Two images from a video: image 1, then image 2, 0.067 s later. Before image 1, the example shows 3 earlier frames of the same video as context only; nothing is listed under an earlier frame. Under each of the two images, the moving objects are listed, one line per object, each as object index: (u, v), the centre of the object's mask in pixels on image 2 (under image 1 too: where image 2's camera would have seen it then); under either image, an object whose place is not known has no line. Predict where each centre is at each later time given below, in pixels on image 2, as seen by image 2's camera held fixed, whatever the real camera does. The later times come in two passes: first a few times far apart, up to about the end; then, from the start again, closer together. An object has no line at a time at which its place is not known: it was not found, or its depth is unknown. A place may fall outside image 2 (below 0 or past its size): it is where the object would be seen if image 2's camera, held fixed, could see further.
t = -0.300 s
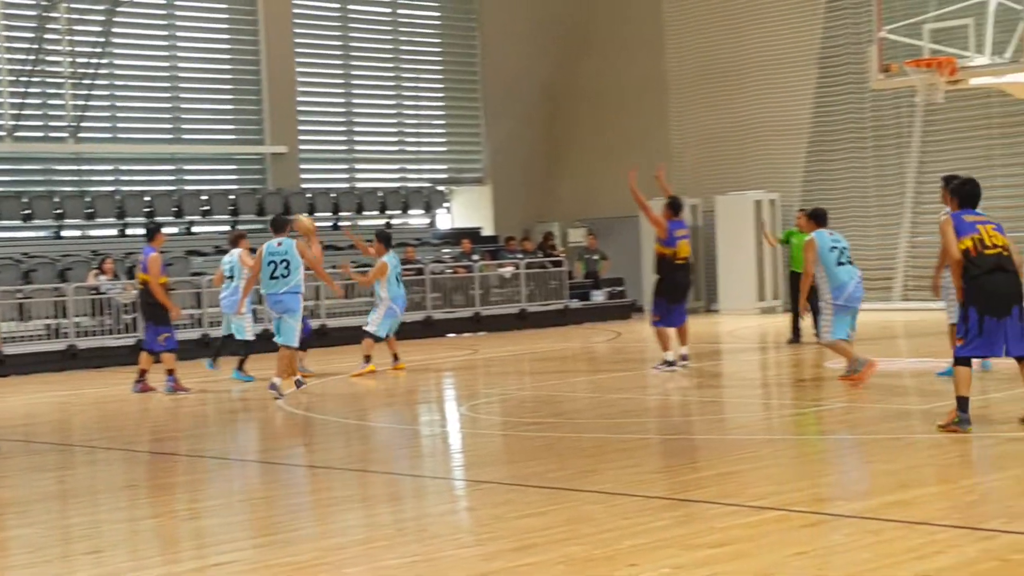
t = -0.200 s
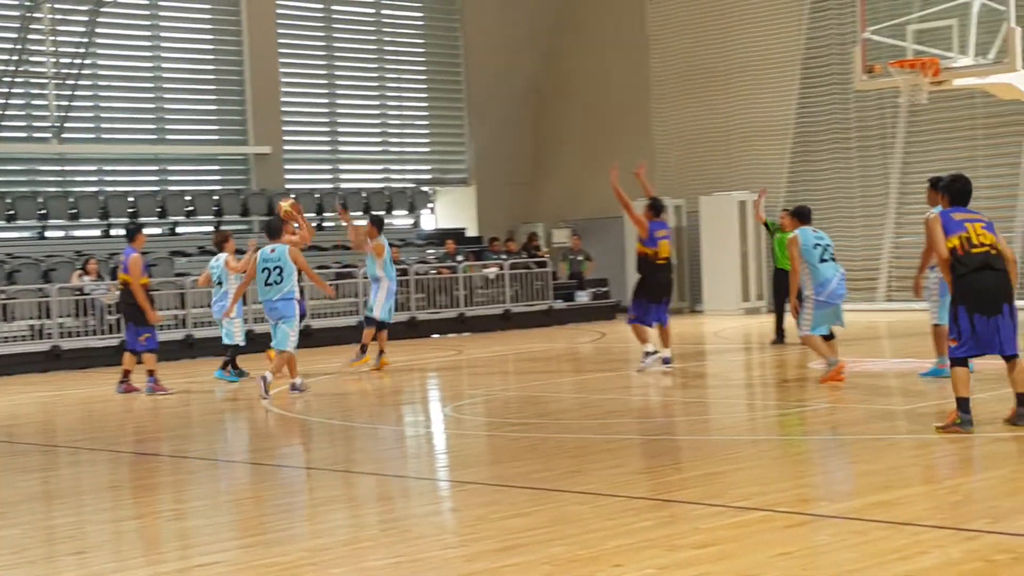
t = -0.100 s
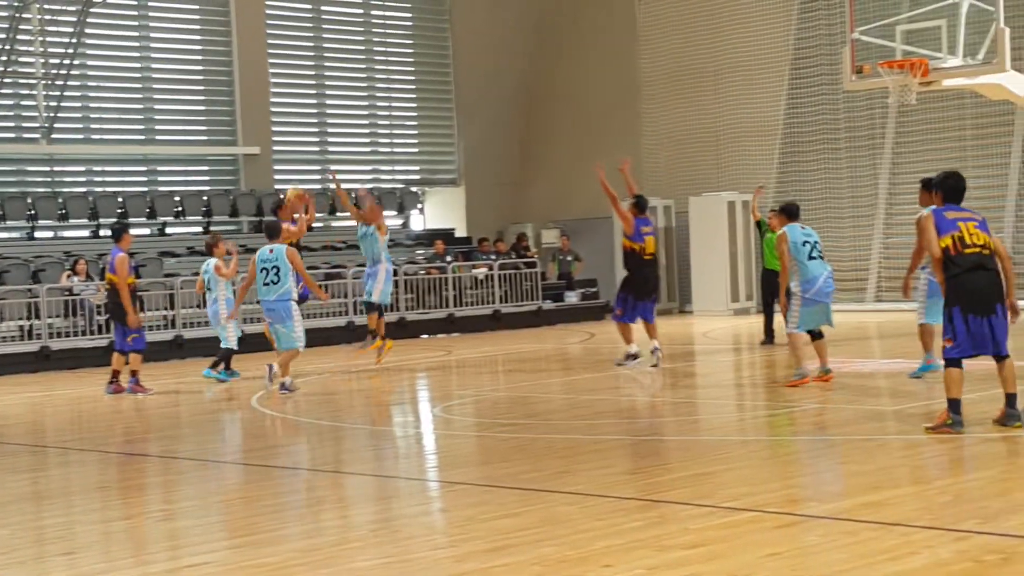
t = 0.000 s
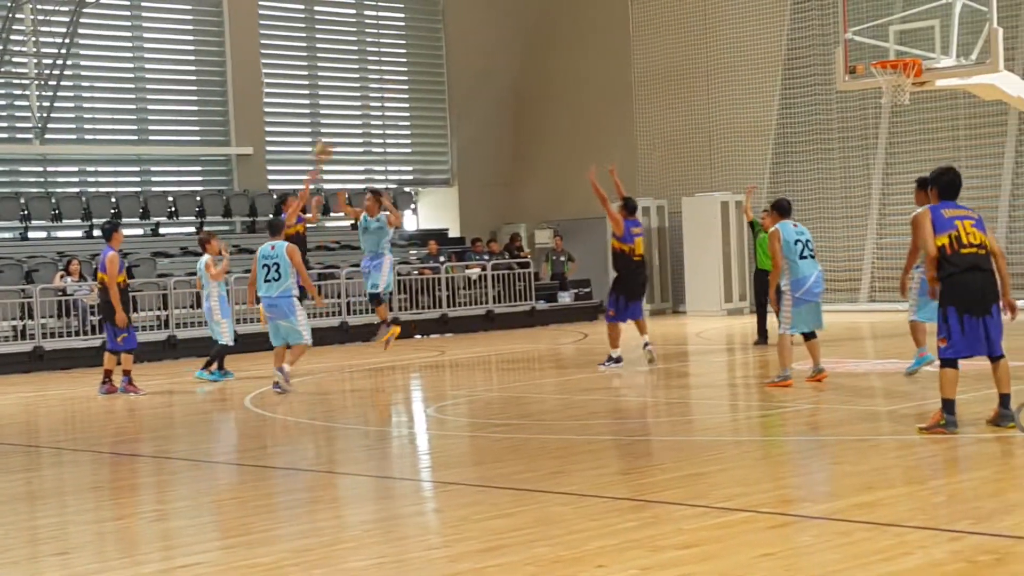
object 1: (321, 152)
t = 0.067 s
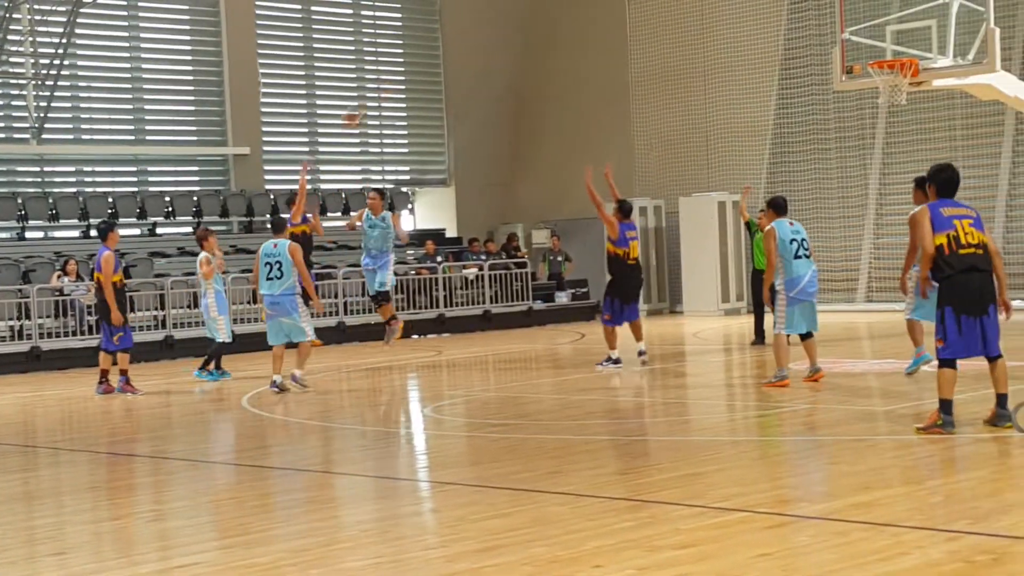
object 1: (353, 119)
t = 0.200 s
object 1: (411, 66)
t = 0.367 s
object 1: (488, 23)
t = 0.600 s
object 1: (602, 4)
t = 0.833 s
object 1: (720, 29)
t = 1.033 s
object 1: (827, 98)
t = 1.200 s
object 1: (918, 181)
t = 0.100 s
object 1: (365, 105)
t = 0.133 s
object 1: (382, 91)
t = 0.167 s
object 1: (397, 78)
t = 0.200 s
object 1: (411, 66)
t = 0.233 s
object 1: (426, 56)
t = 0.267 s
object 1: (441, 46)
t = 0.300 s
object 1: (456, 38)
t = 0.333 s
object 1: (472, 30)
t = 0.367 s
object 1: (488, 23)
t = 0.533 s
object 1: (567, 6)
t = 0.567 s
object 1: (585, 5)
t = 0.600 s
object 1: (602, 4)
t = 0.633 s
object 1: (618, 6)
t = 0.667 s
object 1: (637, 7)
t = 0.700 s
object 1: (652, 7)
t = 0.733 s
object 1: (667, 10)
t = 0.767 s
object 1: (686, 16)
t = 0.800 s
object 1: (702, 23)
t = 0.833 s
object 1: (720, 29)
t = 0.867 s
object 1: (738, 38)
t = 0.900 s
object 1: (754, 46)
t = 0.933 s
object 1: (773, 58)
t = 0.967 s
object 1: (792, 71)
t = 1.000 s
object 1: (809, 83)
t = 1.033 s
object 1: (827, 98)
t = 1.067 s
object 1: (844, 110)
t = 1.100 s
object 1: (863, 127)
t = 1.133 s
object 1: (880, 145)
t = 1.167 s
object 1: (899, 163)
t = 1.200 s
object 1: (918, 181)
